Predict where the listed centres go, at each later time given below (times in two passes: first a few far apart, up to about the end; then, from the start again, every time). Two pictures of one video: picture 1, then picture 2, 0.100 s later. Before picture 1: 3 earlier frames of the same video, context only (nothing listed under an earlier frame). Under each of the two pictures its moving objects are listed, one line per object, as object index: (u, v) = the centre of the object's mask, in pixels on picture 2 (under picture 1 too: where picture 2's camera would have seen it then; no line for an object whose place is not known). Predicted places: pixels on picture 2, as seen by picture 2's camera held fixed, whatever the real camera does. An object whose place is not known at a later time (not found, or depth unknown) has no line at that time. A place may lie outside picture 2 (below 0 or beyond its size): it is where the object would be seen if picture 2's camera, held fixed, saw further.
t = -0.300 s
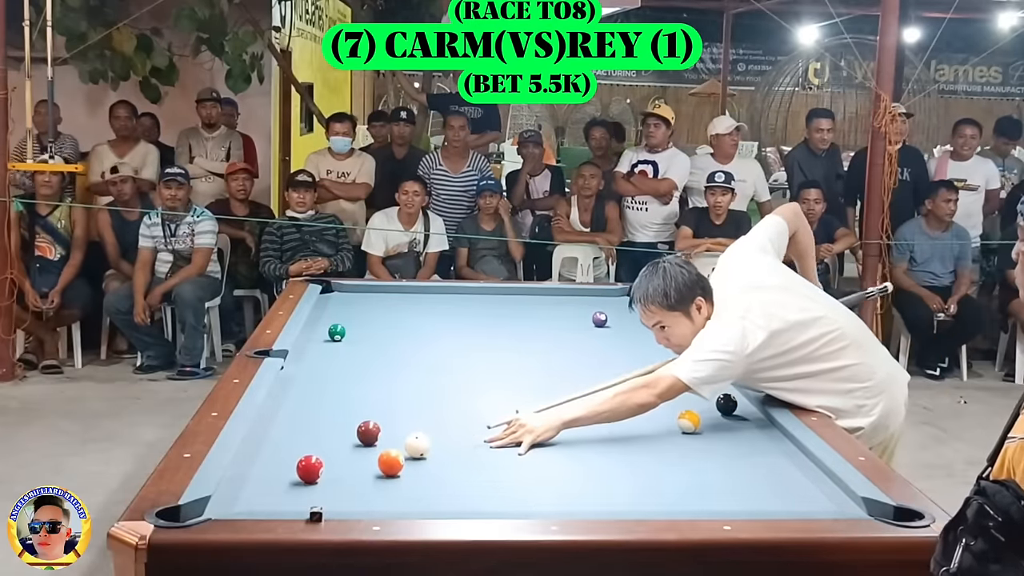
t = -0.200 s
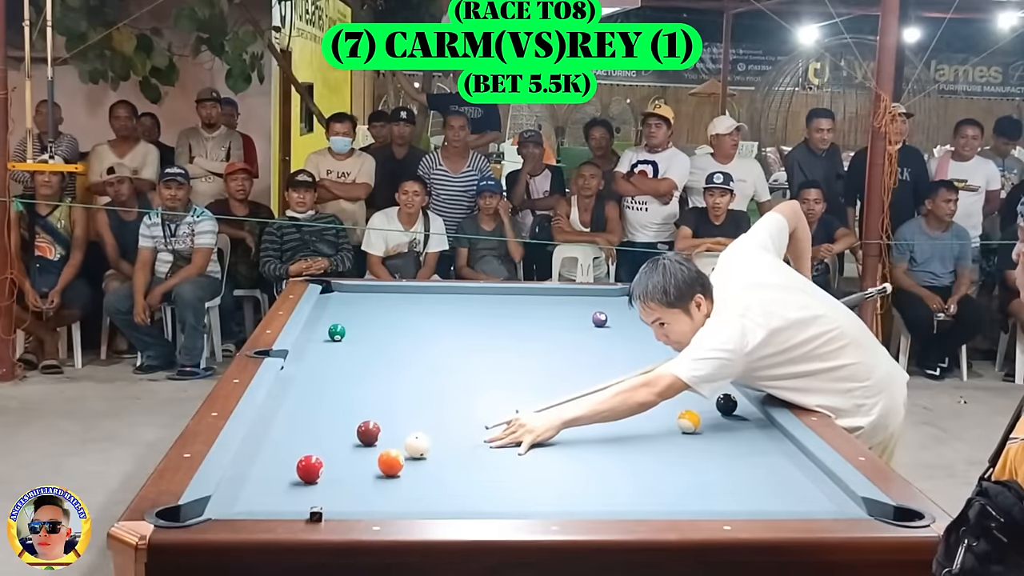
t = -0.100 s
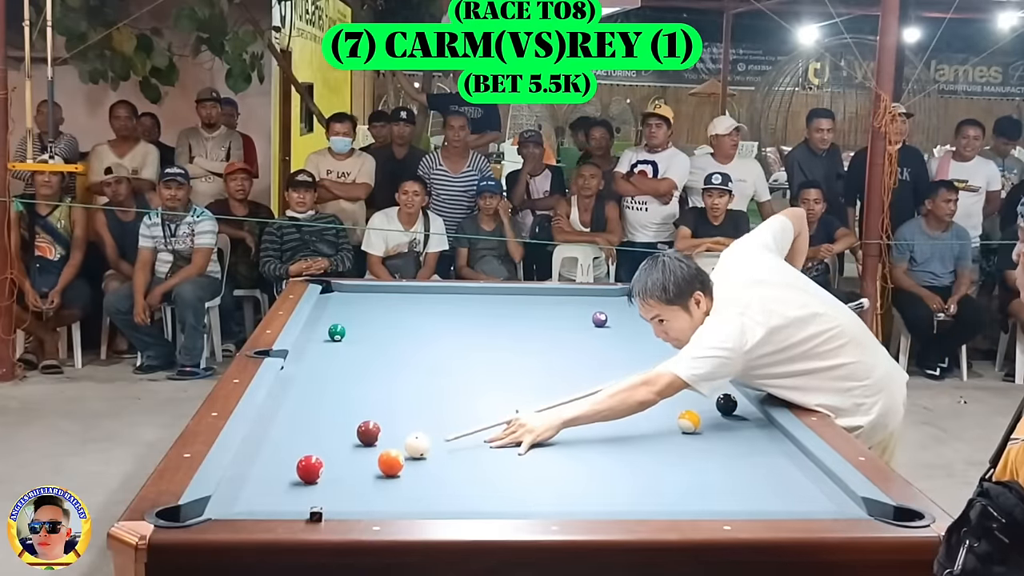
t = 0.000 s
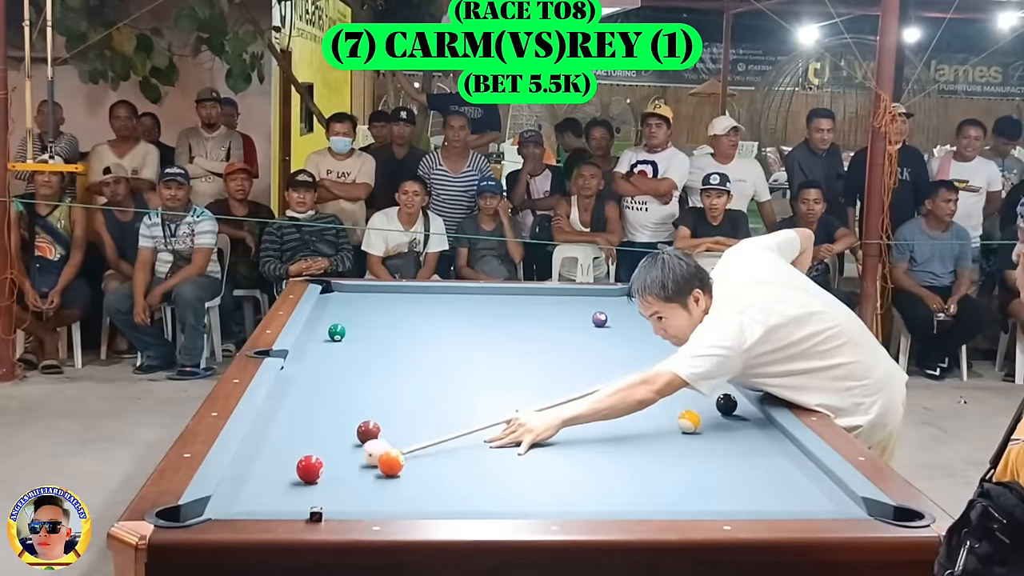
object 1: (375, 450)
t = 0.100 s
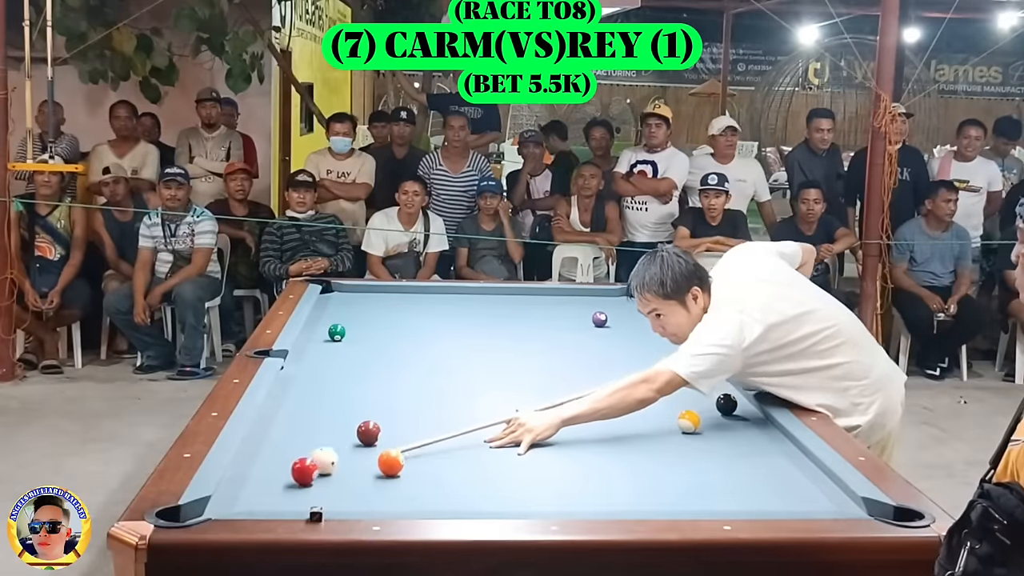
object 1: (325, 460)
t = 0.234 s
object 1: (304, 456)
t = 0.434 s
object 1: (276, 450)
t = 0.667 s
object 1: (259, 443)
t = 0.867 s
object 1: (277, 436)
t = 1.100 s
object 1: (296, 429)
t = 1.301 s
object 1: (311, 423)
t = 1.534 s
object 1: (326, 418)
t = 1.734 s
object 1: (339, 413)
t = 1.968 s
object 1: (352, 408)
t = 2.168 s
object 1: (361, 405)
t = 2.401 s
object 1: (372, 401)
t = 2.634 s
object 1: (380, 397)
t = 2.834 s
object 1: (387, 395)
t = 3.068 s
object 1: (393, 392)
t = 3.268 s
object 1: (398, 390)
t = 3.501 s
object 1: (403, 388)
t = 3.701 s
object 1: (406, 387)
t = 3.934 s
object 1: (408, 385)
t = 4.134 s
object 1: (409, 384)
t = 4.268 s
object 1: (410, 384)
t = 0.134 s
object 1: (318, 460)
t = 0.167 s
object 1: (314, 459)
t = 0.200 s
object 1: (308, 458)
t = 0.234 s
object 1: (304, 456)
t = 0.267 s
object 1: (299, 455)
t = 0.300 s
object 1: (294, 454)
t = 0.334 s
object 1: (289, 453)
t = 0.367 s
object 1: (285, 452)
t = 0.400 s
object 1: (280, 451)
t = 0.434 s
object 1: (276, 450)
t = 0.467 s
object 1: (271, 449)
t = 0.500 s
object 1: (267, 448)
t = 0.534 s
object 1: (262, 447)
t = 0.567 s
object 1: (258, 446)
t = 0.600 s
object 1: (254, 445)
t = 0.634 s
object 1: (256, 444)
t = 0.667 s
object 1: (259, 443)
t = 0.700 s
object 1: (262, 442)
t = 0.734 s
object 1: (265, 440)
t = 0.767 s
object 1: (268, 439)
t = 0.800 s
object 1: (271, 438)
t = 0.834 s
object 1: (274, 437)
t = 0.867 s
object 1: (277, 436)
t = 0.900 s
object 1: (279, 435)
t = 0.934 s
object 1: (282, 434)
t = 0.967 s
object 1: (285, 433)
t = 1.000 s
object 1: (288, 432)
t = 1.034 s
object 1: (291, 431)
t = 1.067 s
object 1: (293, 430)
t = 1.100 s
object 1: (296, 429)
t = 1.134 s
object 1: (298, 428)
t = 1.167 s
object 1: (301, 427)
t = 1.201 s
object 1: (303, 426)
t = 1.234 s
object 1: (306, 425)
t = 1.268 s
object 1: (308, 424)
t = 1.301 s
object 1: (311, 423)
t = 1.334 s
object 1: (313, 422)
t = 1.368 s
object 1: (316, 421)
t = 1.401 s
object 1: (318, 420)
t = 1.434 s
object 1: (320, 420)
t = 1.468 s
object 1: (322, 419)
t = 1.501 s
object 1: (325, 418)
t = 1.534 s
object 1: (326, 418)
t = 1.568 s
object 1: (329, 417)
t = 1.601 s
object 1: (331, 416)
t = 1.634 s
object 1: (333, 415)
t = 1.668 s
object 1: (335, 414)
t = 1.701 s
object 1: (337, 413)
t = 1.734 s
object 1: (339, 413)
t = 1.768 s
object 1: (341, 412)
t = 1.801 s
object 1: (343, 412)
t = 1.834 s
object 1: (345, 411)
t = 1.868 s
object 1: (346, 410)
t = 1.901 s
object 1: (348, 409)
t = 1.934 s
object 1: (350, 409)
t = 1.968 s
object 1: (352, 408)
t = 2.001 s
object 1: (354, 408)
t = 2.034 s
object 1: (355, 407)
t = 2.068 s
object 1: (356, 406)
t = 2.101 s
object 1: (358, 406)
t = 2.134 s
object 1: (360, 405)
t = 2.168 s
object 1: (361, 405)
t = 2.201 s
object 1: (362, 404)
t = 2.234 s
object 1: (363, 404)
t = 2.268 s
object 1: (365, 403)
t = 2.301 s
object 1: (367, 402)
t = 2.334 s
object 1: (369, 402)
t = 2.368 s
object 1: (370, 401)
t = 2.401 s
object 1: (372, 401)
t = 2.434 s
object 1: (373, 400)
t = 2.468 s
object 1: (374, 400)
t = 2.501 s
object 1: (375, 399)
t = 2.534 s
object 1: (376, 399)
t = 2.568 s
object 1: (377, 398)
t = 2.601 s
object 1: (378, 398)
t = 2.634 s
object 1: (380, 397)
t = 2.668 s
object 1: (381, 397)
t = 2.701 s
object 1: (382, 396)
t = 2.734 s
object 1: (383, 396)
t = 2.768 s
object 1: (384, 396)
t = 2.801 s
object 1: (386, 395)
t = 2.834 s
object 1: (387, 395)
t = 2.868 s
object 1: (387, 394)
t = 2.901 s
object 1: (388, 394)
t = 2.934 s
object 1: (389, 394)
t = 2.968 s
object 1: (391, 393)
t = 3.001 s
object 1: (391, 392)
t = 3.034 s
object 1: (392, 392)
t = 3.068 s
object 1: (393, 392)
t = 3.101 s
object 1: (394, 392)
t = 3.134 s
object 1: (395, 391)
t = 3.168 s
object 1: (396, 391)
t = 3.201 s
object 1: (397, 391)
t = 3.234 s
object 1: (397, 391)
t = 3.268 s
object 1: (398, 390)
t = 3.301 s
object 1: (399, 390)
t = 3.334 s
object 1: (400, 390)
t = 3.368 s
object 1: (401, 389)
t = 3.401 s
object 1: (401, 389)
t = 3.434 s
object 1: (402, 389)
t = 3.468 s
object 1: (402, 388)
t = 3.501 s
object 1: (403, 388)
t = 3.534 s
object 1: (404, 388)
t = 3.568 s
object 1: (404, 387)
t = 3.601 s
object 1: (405, 387)
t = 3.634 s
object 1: (405, 387)
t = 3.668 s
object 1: (406, 386)
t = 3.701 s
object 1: (406, 387)
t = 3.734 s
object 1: (406, 387)
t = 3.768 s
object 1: (406, 386)
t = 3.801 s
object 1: (406, 386)
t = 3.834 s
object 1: (408, 385)
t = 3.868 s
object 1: (407, 386)
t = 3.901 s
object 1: (408, 385)
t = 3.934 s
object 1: (408, 385)
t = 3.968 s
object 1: (408, 385)
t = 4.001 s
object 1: (408, 385)
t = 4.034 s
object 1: (409, 385)
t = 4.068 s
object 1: (409, 384)
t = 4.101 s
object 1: (409, 384)
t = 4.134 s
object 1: (409, 384)
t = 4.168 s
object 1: (409, 384)
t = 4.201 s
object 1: (410, 384)
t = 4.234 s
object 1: (410, 384)
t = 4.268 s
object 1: (410, 384)
